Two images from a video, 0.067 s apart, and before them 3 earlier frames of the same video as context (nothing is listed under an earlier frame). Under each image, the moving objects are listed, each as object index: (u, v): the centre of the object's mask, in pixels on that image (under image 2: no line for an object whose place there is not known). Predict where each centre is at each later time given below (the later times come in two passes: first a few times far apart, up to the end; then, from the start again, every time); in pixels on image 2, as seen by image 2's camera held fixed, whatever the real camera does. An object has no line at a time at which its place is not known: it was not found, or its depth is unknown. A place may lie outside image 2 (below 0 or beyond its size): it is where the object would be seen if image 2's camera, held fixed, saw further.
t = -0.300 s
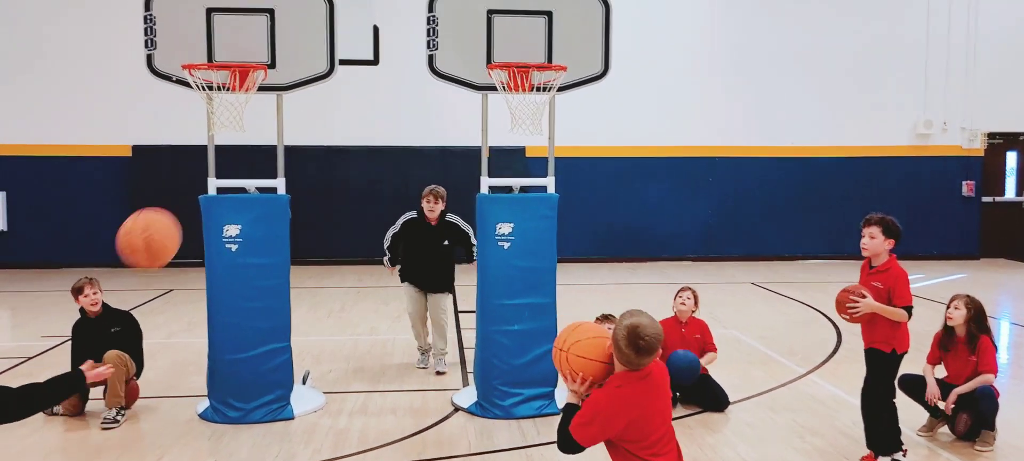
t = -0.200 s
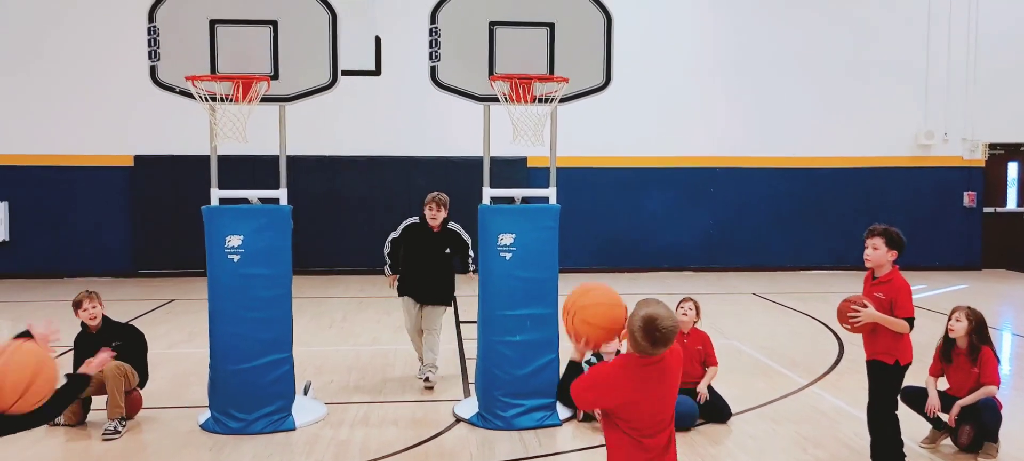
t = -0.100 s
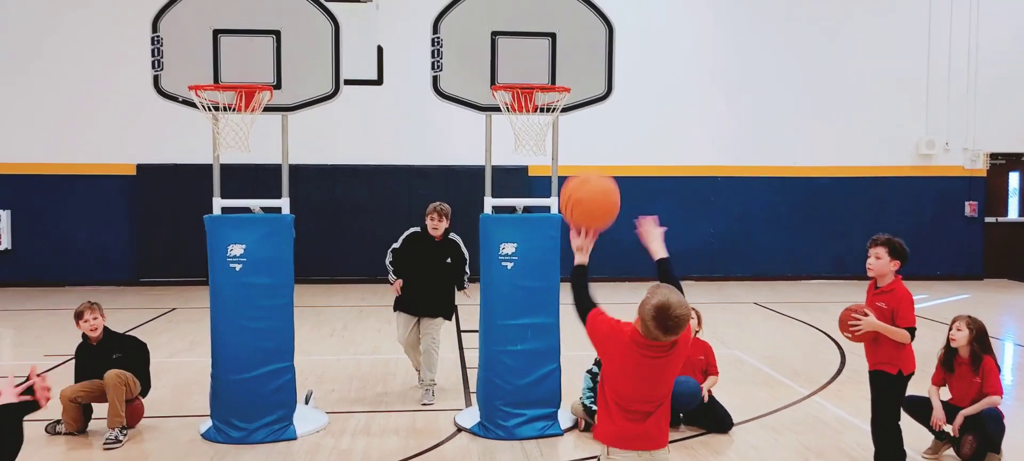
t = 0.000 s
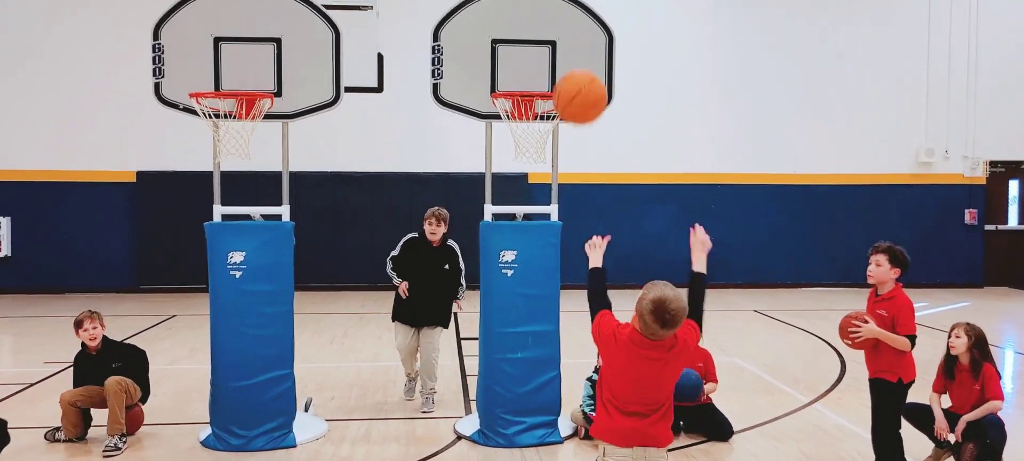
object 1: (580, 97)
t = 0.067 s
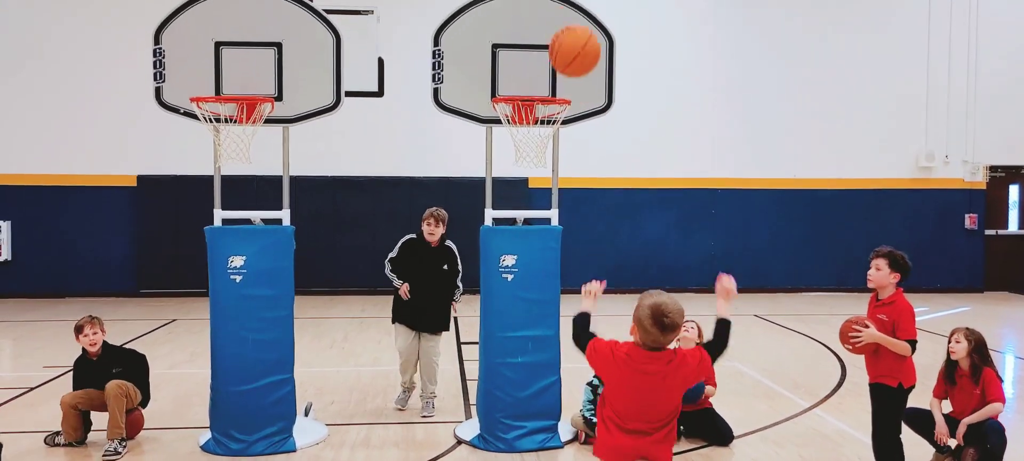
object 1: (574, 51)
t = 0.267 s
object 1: (561, -6)
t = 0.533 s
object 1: (548, 14)
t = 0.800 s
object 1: (543, 56)
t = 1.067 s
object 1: (549, 47)
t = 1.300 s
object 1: (537, 82)
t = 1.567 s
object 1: (525, 149)
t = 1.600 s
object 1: (526, 165)
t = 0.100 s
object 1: (572, 31)
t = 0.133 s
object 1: (569, 16)
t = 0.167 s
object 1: (567, 8)
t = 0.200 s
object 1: (565, 2)
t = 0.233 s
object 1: (563, -3)
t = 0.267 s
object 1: (561, -6)
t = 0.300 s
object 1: (559, -8)
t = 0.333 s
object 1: (557, -8)
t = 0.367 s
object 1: (556, -8)
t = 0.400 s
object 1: (554, -7)
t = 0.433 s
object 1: (553, -4)
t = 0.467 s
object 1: (551, -1)
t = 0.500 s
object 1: (550, 4)
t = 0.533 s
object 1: (548, 14)
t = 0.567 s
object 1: (547, 27)
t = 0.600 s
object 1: (546, 40)
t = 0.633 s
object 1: (545, 54)
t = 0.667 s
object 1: (543, 70)
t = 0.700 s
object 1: (542, 84)
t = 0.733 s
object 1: (542, 77)
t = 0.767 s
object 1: (542, 65)
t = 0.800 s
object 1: (543, 56)
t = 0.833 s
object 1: (543, 50)
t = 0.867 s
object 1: (544, 44)
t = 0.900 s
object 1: (545, 40)
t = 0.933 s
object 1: (546, 38)
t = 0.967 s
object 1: (547, 37)
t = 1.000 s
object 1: (547, 39)
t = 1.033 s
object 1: (548, 42)
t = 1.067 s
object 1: (549, 47)
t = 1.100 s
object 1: (550, 54)
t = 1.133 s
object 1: (551, 62)
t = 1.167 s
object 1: (551, 73)
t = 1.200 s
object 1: (552, 83)
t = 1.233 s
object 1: (547, 82)
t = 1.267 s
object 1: (542, 81)
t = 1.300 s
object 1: (537, 82)
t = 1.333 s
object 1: (532, 83)
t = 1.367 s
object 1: (528, 90)
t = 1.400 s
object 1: (523, 96)
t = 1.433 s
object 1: (519, 107)
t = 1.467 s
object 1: (519, 115)
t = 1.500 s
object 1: (520, 124)
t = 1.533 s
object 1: (522, 137)
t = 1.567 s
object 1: (525, 149)
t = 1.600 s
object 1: (526, 165)
